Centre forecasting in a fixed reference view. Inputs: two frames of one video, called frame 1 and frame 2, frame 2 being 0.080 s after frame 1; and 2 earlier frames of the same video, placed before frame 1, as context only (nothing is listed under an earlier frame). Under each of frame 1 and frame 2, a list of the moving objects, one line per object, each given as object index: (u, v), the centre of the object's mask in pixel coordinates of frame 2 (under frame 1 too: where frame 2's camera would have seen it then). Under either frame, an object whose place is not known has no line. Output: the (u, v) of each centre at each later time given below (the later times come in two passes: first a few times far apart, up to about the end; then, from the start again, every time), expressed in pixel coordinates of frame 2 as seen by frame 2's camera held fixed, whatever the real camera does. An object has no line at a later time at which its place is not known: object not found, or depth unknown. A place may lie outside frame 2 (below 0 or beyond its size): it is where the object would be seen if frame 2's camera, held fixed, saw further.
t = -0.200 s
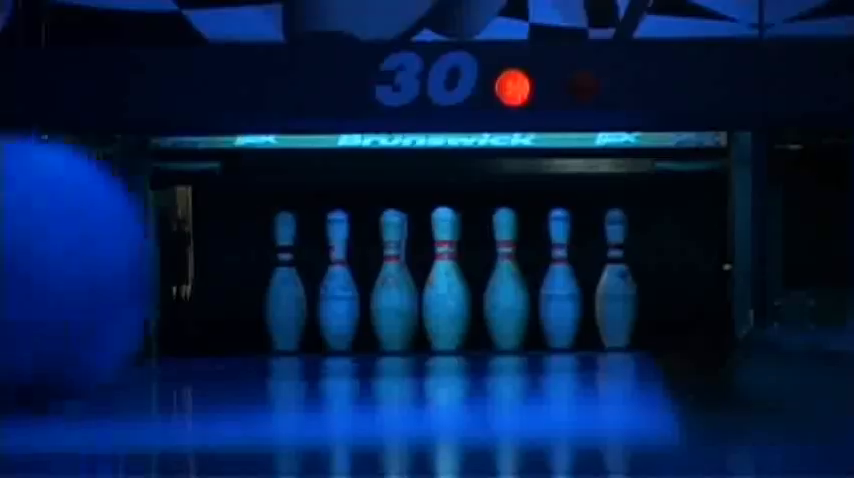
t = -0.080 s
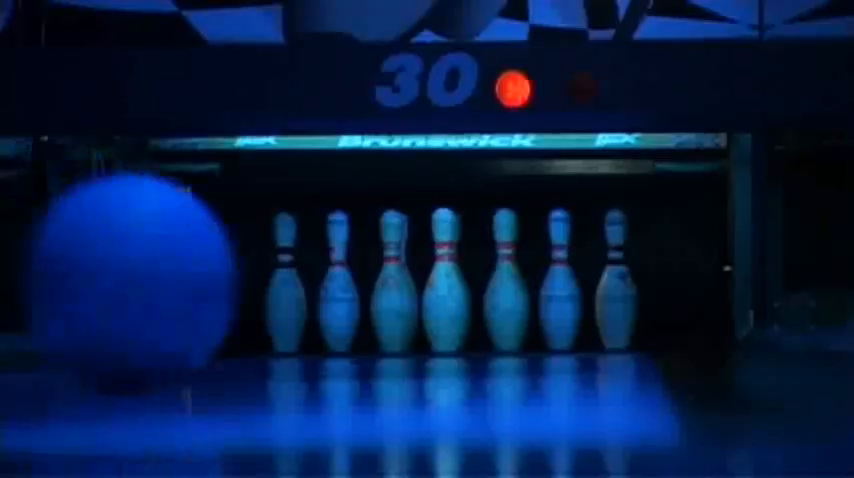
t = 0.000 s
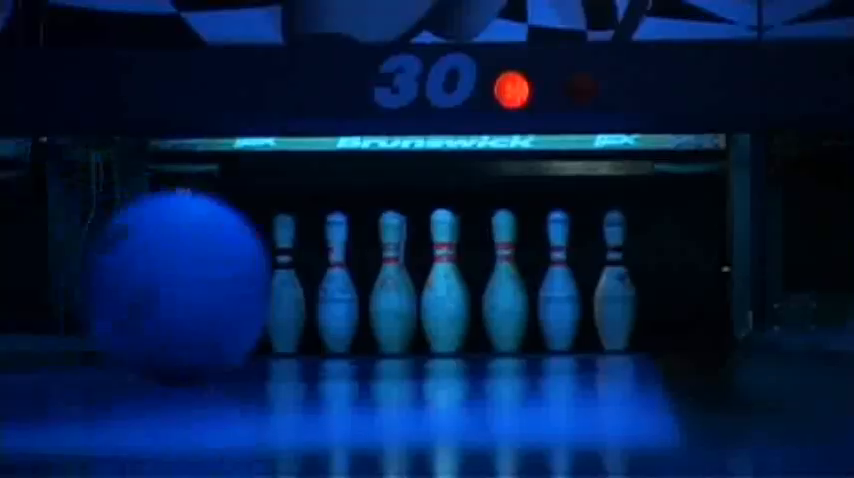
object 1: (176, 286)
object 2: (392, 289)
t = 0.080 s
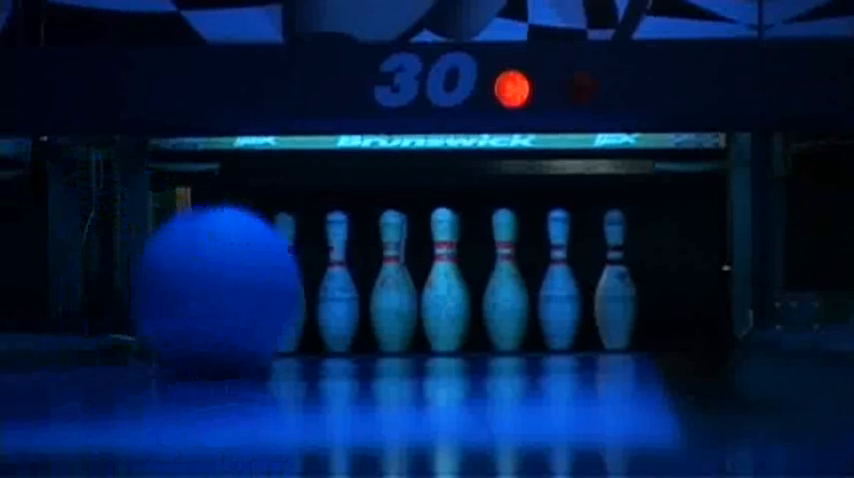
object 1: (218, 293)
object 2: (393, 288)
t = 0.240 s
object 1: (271, 300)
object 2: (393, 288)
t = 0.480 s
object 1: (319, 305)
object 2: (394, 287)
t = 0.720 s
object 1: (348, 308)
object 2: (397, 280)
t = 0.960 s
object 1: (364, 312)
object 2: (398, 272)
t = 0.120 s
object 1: (233, 294)
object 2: (393, 288)
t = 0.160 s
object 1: (247, 297)
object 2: (393, 288)
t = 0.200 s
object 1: (260, 299)
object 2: (393, 288)
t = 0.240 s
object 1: (271, 300)
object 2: (393, 288)
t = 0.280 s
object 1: (282, 301)
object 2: (393, 288)
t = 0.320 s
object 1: (293, 302)
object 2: (393, 288)
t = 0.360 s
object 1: (299, 304)
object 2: (393, 288)
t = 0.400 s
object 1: (307, 305)
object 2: (393, 288)
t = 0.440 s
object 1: (314, 305)
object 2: (394, 288)
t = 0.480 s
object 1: (319, 305)
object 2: (394, 287)
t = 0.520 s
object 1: (326, 305)
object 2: (395, 287)
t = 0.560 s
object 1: (332, 305)
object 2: (396, 286)
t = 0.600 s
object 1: (336, 305)
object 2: (396, 285)
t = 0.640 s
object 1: (340, 306)
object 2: (396, 284)
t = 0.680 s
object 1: (345, 307)
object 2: (397, 282)
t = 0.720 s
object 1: (348, 308)
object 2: (397, 280)
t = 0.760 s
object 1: (351, 309)
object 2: (398, 279)
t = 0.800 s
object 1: (355, 310)
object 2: (398, 277)
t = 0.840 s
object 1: (358, 311)
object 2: (398, 276)
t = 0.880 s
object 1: (360, 312)
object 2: (398, 274)
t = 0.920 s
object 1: (362, 312)
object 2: (398, 273)
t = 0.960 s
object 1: (364, 312)
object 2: (398, 272)
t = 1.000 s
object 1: (366, 309)
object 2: (398, 272)
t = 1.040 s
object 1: (367, 309)
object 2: (398, 270)
